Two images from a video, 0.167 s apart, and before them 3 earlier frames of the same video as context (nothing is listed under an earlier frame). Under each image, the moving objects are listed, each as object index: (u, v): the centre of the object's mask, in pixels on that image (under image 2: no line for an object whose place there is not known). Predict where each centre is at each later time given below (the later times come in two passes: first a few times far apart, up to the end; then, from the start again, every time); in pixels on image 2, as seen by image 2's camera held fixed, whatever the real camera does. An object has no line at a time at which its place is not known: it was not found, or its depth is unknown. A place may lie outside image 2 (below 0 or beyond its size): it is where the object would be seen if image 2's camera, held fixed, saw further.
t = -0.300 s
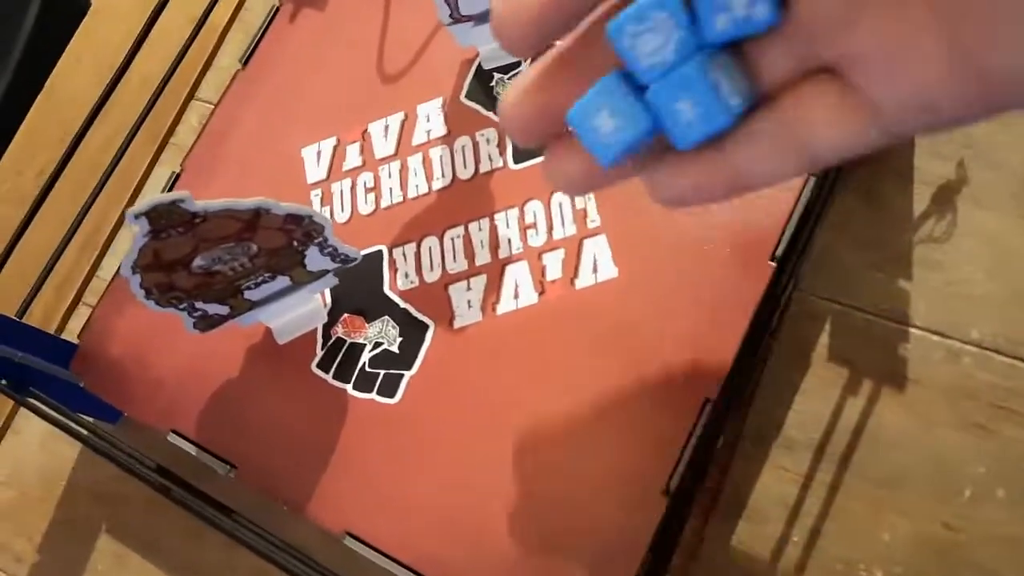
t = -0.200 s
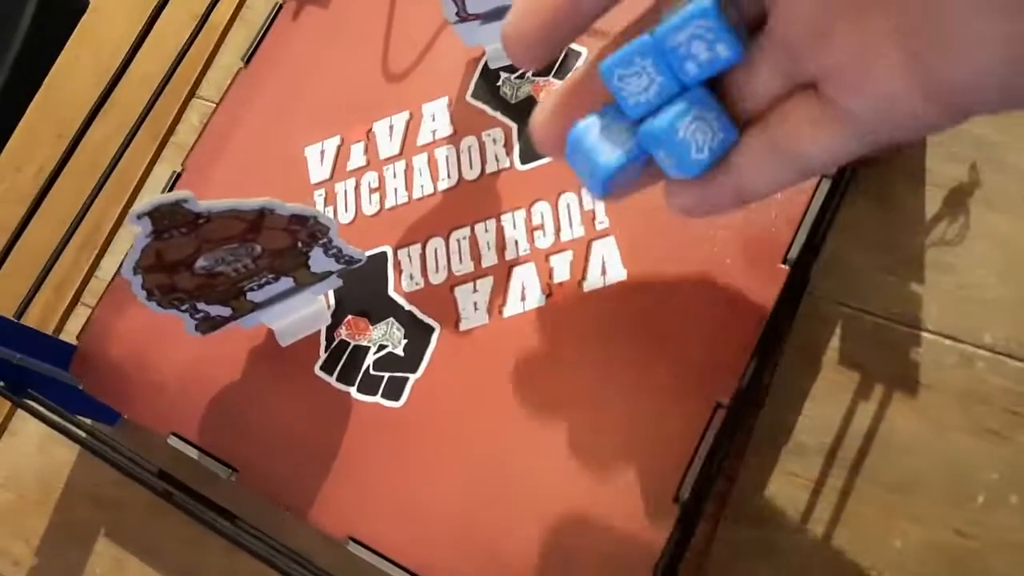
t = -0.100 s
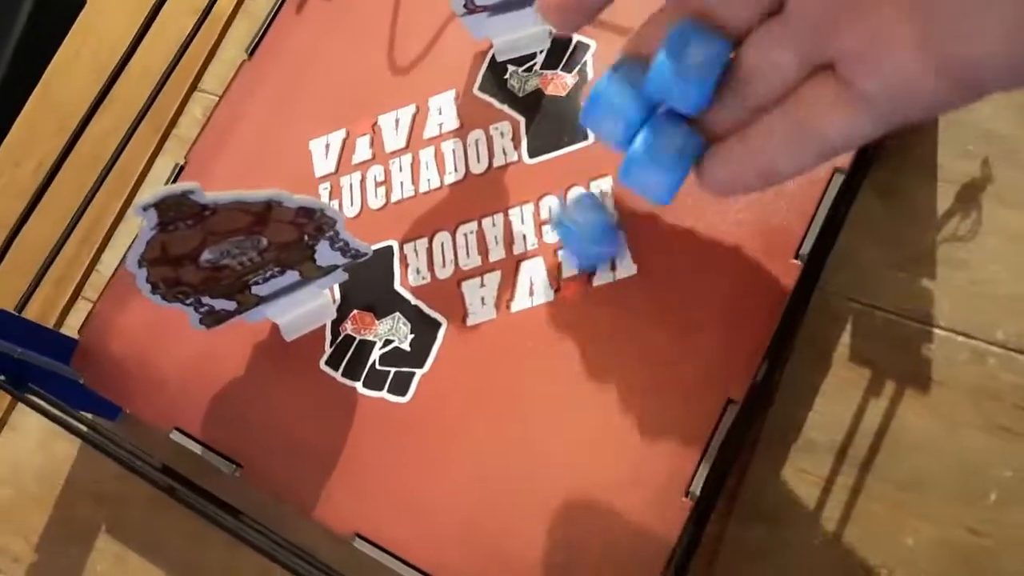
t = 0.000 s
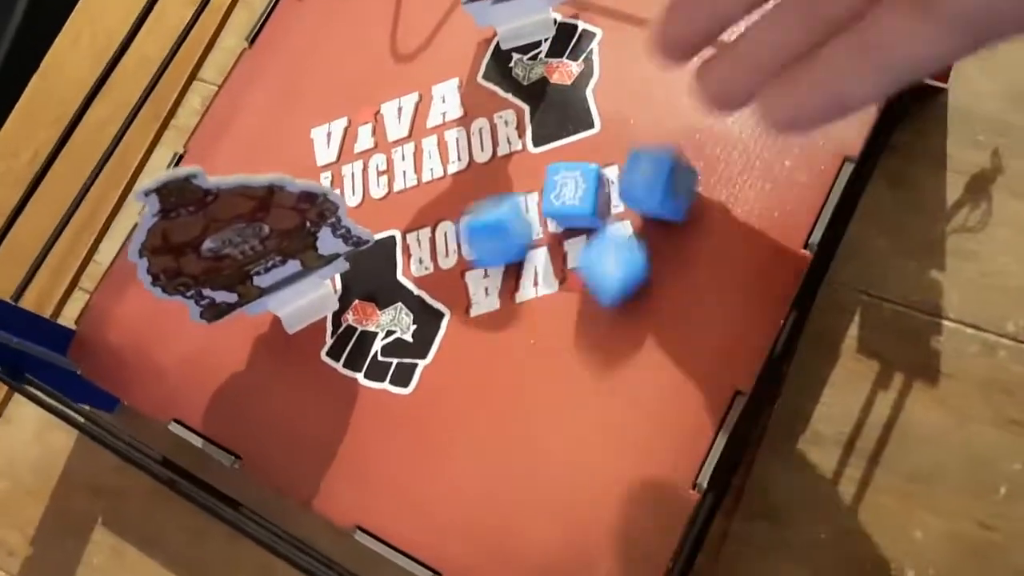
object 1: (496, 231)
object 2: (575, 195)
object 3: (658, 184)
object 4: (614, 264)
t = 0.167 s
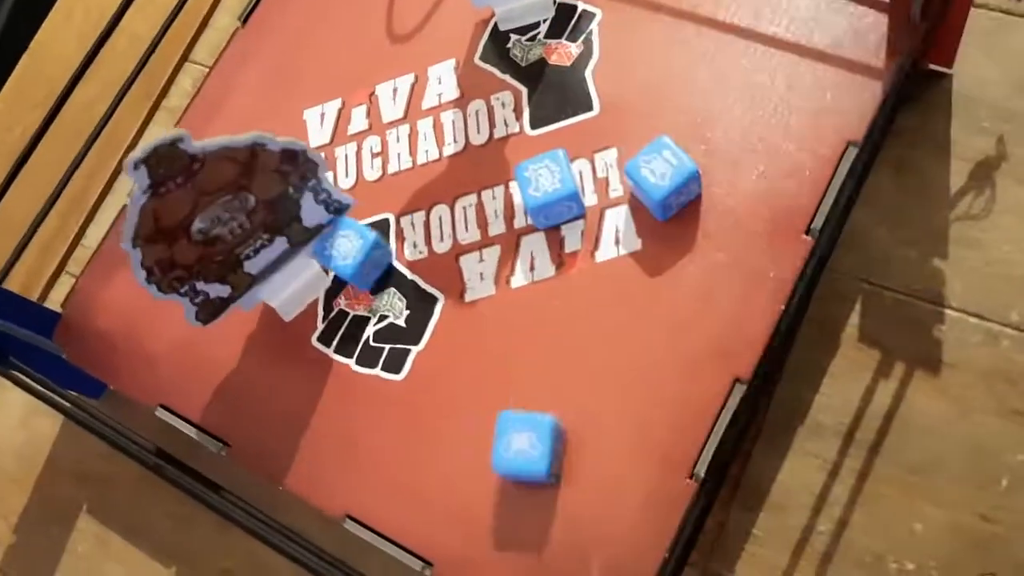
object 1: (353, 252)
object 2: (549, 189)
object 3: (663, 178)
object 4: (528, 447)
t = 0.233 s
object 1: (349, 255)
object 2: (550, 189)
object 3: (664, 178)
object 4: (523, 457)
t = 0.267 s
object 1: (349, 255)
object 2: (549, 189)
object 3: (664, 178)
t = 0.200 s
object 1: (349, 255)
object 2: (550, 189)
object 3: (663, 178)
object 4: (524, 456)
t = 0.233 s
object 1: (349, 255)
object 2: (550, 189)
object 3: (664, 178)
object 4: (523, 457)
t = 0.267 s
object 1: (349, 255)
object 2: (549, 189)
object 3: (664, 178)
